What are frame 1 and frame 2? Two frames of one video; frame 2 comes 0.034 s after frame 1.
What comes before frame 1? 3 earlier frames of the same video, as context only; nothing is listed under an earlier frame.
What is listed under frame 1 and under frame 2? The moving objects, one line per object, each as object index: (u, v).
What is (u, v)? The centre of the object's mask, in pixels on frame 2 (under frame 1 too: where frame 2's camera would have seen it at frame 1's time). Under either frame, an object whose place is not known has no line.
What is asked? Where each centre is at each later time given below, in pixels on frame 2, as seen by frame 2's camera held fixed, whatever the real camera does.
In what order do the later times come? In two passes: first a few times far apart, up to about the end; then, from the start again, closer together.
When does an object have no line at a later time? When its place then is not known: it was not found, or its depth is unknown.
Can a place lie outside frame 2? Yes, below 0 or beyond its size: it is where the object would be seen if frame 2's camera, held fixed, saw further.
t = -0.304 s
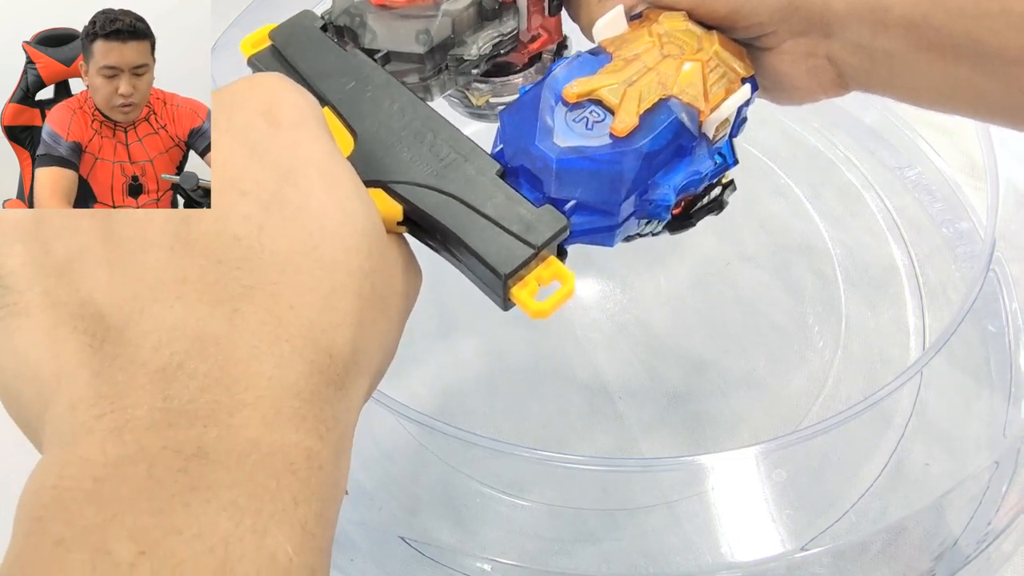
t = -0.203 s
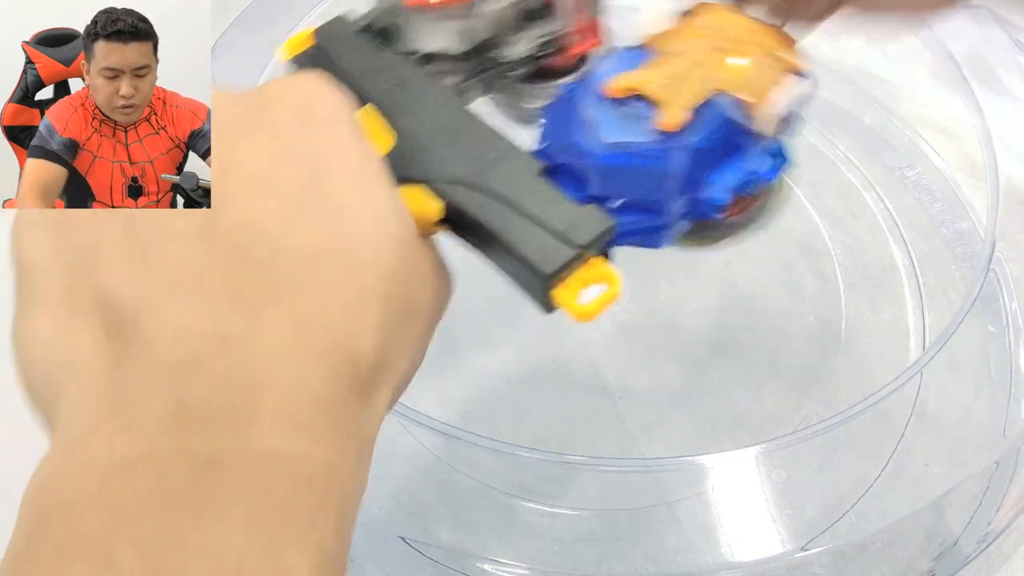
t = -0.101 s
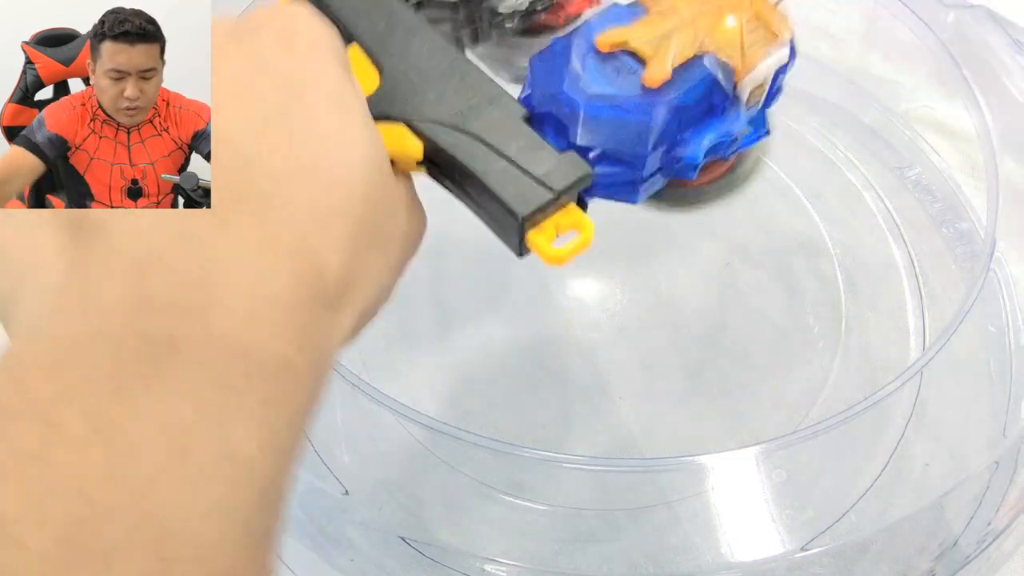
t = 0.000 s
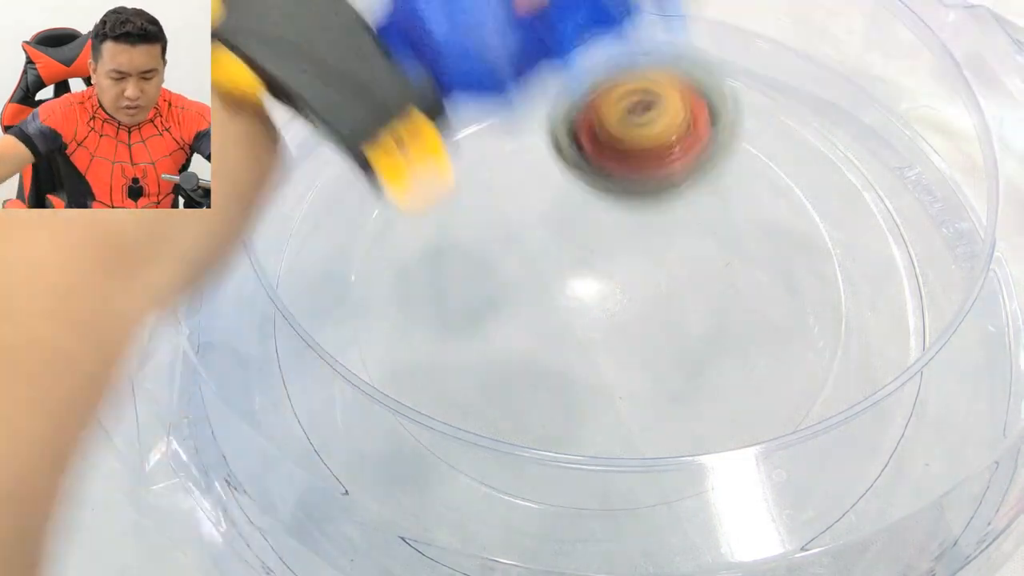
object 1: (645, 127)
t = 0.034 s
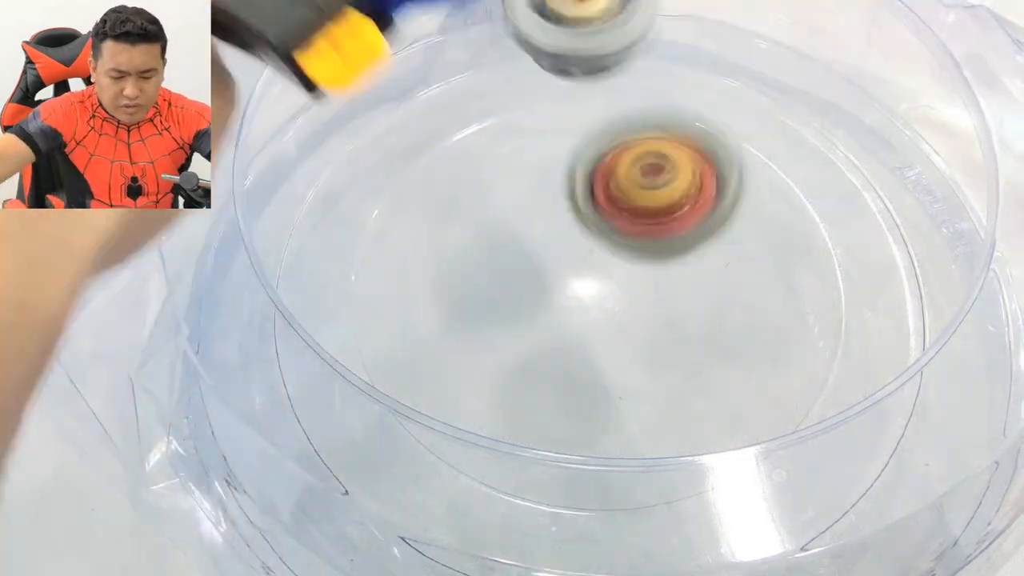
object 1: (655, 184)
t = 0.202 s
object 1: (636, 286)
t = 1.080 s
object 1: (523, 214)
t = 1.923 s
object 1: (731, 379)
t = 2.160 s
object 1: (576, 170)
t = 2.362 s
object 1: (363, 180)
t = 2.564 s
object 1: (290, 302)
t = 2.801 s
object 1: (370, 432)
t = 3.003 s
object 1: (501, 508)
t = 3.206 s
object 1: (703, 529)
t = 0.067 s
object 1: (661, 249)
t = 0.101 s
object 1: (660, 316)
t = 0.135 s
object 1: (663, 304)
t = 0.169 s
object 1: (666, 273)
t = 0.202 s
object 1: (636, 286)
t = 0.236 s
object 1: (601, 322)
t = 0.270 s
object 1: (568, 357)
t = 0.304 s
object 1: (544, 359)
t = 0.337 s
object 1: (522, 372)
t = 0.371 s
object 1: (506, 371)
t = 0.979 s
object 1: (625, 222)
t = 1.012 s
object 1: (591, 215)
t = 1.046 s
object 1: (556, 212)
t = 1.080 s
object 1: (523, 214)
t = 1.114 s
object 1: (493, 221)
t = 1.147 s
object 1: (465, 233)
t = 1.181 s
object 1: (442, 251)
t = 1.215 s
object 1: (423, 274)
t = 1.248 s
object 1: (410, 300)
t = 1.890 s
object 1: (733, 400)
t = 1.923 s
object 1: (731, 379)
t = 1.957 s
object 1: (721, 346)
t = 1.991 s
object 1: (711, 313)
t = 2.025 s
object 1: (694, 277)
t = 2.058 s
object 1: (670, 244)
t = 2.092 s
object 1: (643, 215)
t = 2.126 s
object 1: (611, 189)
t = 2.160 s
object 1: (576, 170)
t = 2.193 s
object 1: (538, 154)
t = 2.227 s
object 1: (500, 147)
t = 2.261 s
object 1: (462, 147)
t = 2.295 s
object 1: (426, 152)
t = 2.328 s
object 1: (392, 163)
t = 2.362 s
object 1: (363, 180)
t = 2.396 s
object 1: (335, 200)
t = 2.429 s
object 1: (312, 219)
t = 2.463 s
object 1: (285, 238)
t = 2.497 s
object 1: (274, 253)
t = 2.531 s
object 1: (276, 279)
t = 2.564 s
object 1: (290, 302)
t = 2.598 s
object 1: (295, 328)
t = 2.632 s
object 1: (308, 347)
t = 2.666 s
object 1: (319, 368)
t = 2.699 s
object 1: (330, 386)
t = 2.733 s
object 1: (343, 404)
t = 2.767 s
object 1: (356, 420)
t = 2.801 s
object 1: (370, 432)
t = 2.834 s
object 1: (384, 442)
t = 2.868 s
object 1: (399, 451)
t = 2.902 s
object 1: (412, 457)
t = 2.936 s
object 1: (427, 462)
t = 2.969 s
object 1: (462, 492)
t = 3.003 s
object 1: (501, 508)
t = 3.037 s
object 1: (543, 517)
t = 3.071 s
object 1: (582, 522)
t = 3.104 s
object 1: (616, 524)
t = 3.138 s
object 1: (649, 525)
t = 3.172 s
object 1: (672, 525)
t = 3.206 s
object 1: (703, 529)
